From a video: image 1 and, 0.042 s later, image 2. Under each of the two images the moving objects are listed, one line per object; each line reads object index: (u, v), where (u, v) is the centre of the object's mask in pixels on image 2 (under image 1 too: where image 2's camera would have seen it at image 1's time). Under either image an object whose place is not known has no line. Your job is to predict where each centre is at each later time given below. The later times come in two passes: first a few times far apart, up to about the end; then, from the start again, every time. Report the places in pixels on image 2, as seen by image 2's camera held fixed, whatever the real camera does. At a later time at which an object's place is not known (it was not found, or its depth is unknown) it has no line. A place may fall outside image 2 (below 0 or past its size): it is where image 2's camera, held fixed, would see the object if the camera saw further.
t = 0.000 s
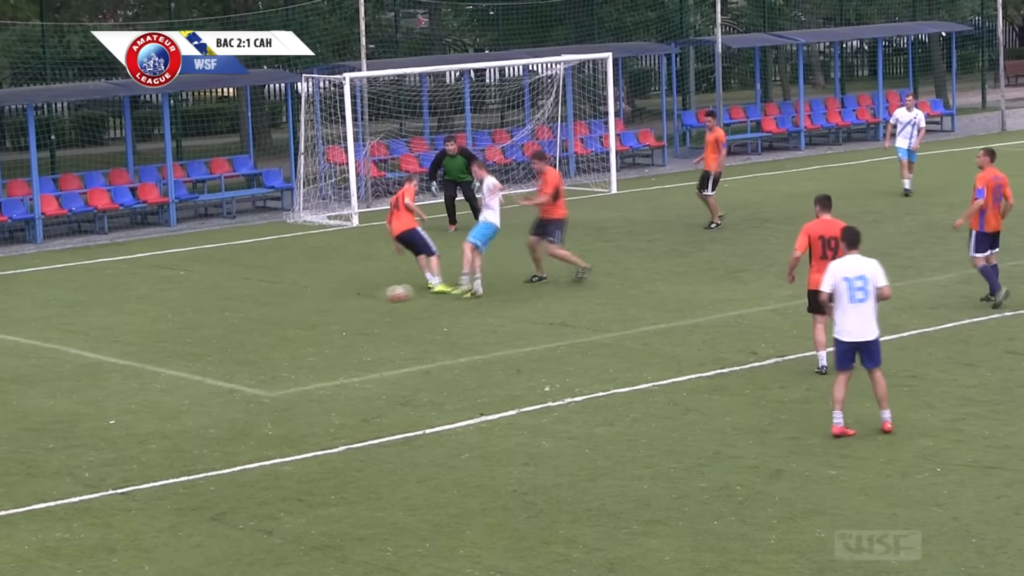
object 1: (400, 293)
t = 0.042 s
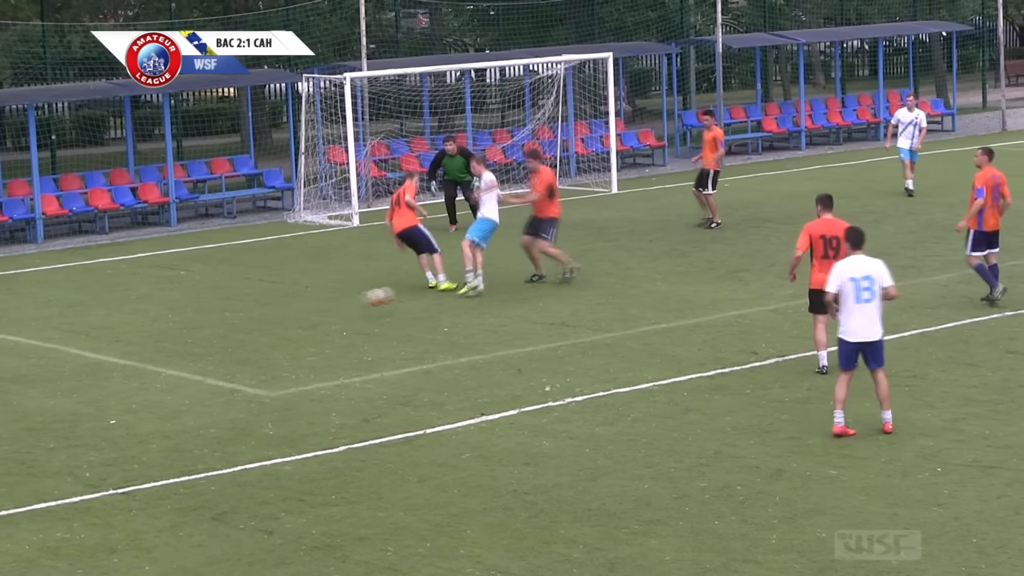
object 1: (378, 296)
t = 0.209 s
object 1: (301, 310)
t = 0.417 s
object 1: (233, 316)
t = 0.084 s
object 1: (357, 301)
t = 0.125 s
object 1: (336, 308)
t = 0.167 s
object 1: (316, 312)
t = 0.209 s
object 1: (301, 310)
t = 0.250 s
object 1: (288, 309)
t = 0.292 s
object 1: (273, 309)
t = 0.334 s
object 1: (260, 310)
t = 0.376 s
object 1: (246, 312)
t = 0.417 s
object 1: (233, 316)
